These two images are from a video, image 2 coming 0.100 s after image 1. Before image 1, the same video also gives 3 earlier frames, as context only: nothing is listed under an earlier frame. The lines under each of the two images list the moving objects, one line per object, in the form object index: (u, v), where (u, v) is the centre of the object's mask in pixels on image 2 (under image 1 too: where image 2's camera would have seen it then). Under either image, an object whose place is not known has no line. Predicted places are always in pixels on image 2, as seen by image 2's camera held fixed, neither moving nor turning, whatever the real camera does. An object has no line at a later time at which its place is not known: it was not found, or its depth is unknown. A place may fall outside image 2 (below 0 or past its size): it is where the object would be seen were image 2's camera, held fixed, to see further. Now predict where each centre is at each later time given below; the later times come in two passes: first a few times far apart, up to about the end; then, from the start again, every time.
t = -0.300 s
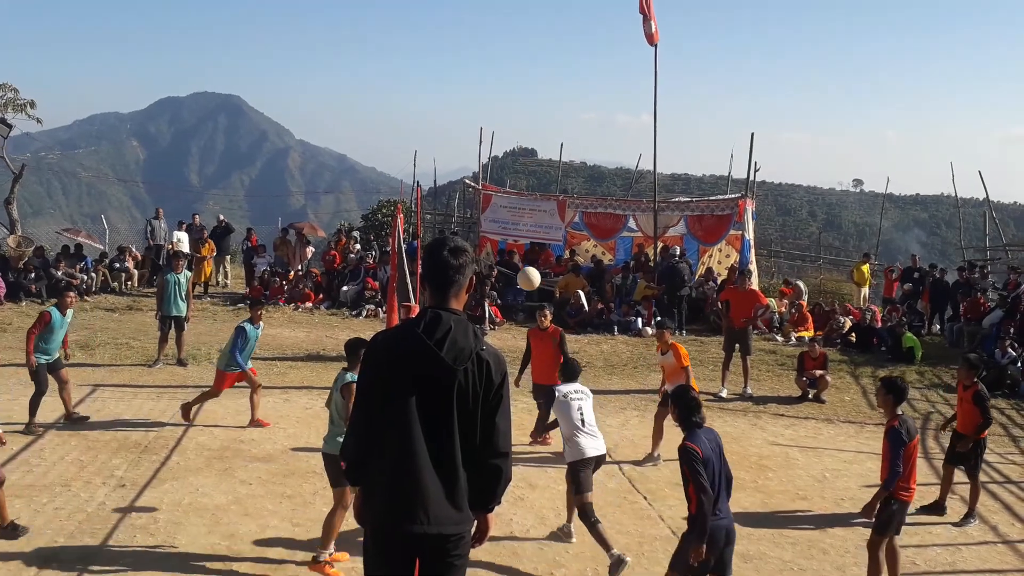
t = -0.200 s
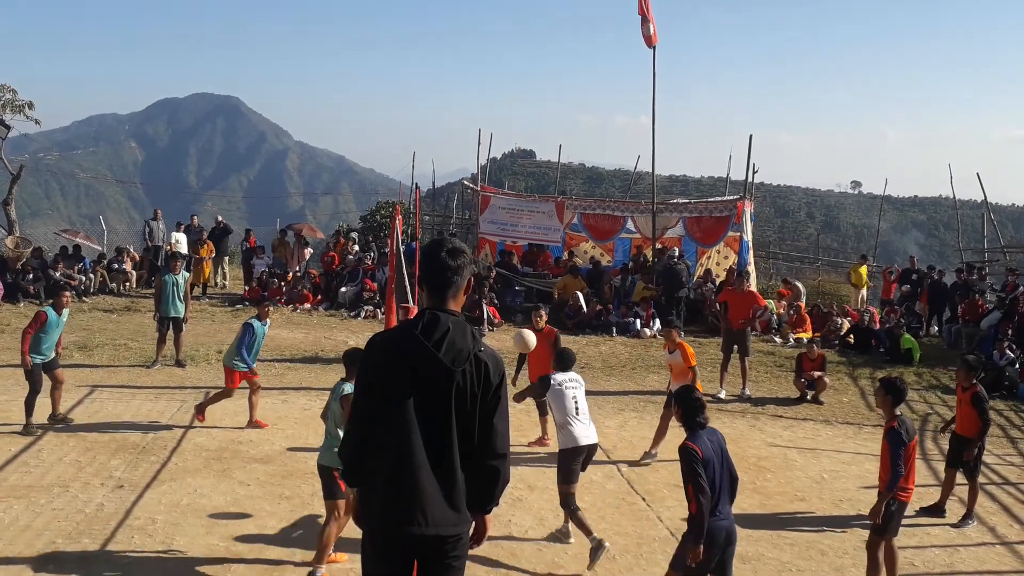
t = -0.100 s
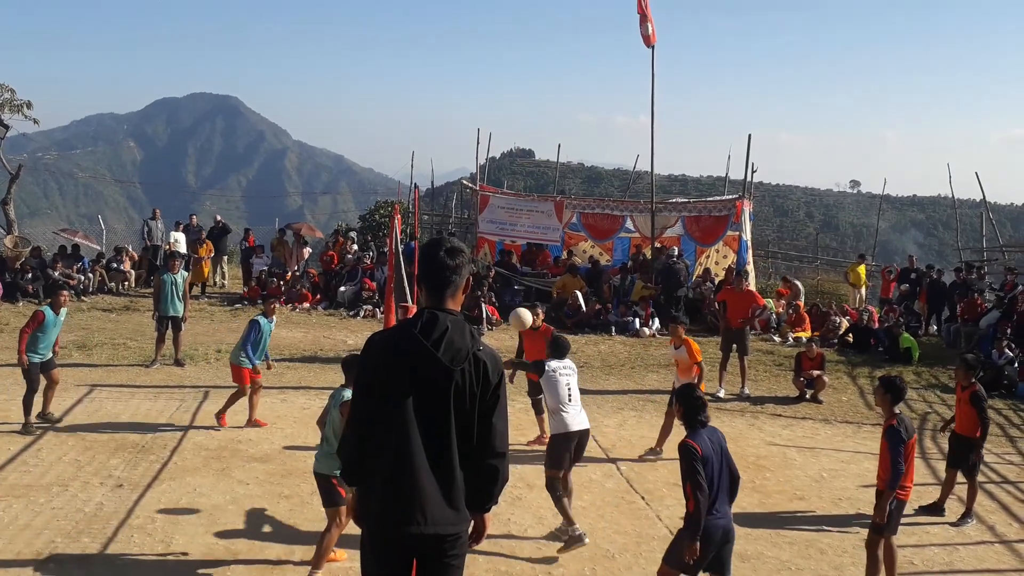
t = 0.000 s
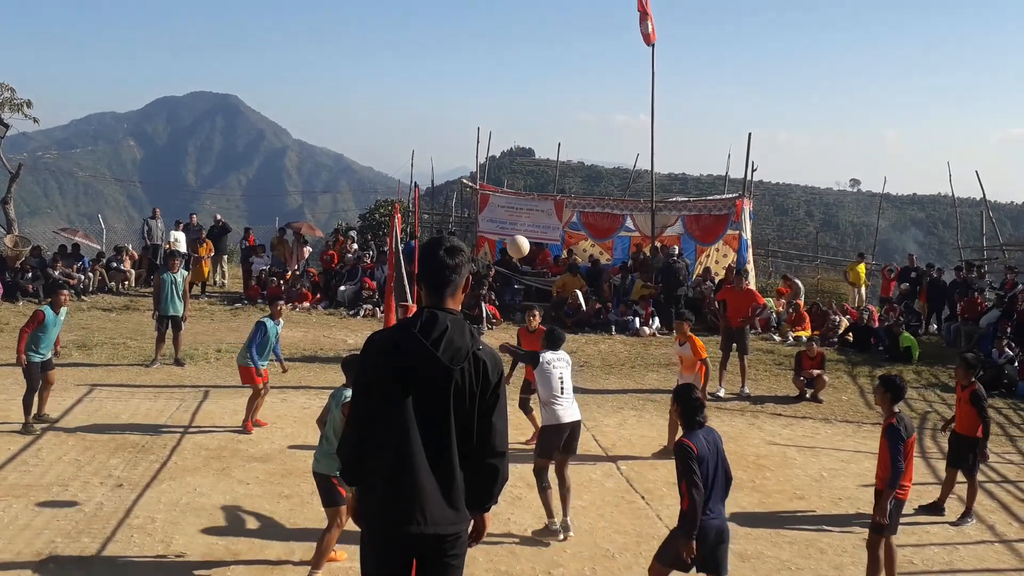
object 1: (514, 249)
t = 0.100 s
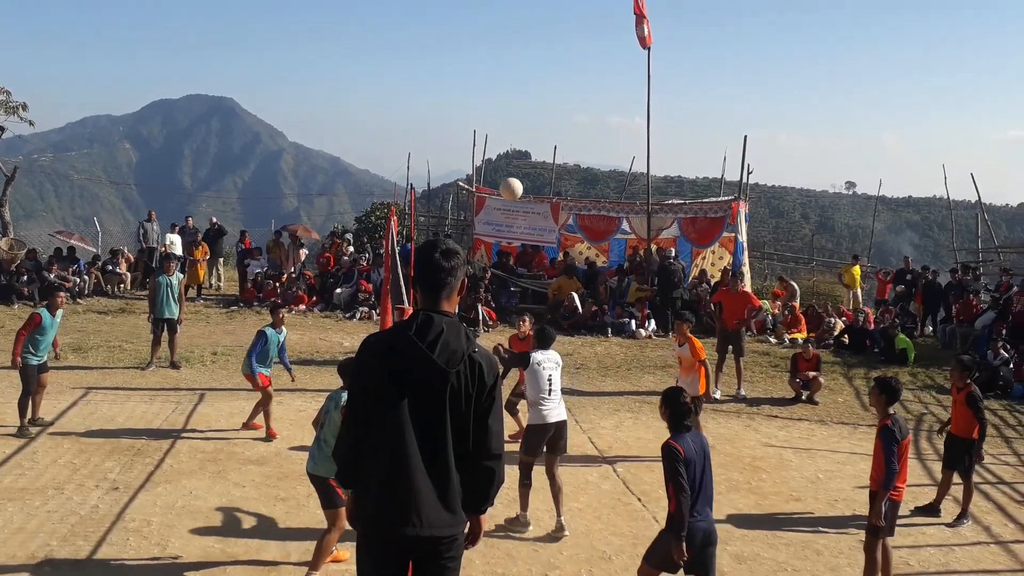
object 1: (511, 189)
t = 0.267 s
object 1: (505, 115)
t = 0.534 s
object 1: (492, 63)
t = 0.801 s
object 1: (480, 83)
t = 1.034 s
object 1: (469, 156)
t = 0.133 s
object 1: (510, 172)
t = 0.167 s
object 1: (509, 156)
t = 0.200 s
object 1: (508, 141)
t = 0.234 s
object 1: (506, 128)
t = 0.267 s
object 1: (505, 115)
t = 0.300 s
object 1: (503, 105)
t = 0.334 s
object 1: (502, 95)
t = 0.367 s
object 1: (500, 87)
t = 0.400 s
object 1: (499, 79)
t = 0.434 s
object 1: (497, 73)
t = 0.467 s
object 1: (496, 68)
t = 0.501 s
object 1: (494, 65)
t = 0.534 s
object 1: (492, 63)
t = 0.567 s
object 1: (491, 61)
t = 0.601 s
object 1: (490, 61)
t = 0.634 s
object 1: (488, 62)
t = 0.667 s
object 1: (486, 64)
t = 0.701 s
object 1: (485, 68)
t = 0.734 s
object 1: (483, 72)
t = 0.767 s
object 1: (482, 77)
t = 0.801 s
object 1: (480, 83)
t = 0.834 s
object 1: (478, 91)
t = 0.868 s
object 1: (476, 100)
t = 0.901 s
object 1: (475, 109)
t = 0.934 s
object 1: (474, 119)
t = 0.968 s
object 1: (472, 130)
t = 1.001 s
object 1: (470, 142)
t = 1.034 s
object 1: (469, 156)
